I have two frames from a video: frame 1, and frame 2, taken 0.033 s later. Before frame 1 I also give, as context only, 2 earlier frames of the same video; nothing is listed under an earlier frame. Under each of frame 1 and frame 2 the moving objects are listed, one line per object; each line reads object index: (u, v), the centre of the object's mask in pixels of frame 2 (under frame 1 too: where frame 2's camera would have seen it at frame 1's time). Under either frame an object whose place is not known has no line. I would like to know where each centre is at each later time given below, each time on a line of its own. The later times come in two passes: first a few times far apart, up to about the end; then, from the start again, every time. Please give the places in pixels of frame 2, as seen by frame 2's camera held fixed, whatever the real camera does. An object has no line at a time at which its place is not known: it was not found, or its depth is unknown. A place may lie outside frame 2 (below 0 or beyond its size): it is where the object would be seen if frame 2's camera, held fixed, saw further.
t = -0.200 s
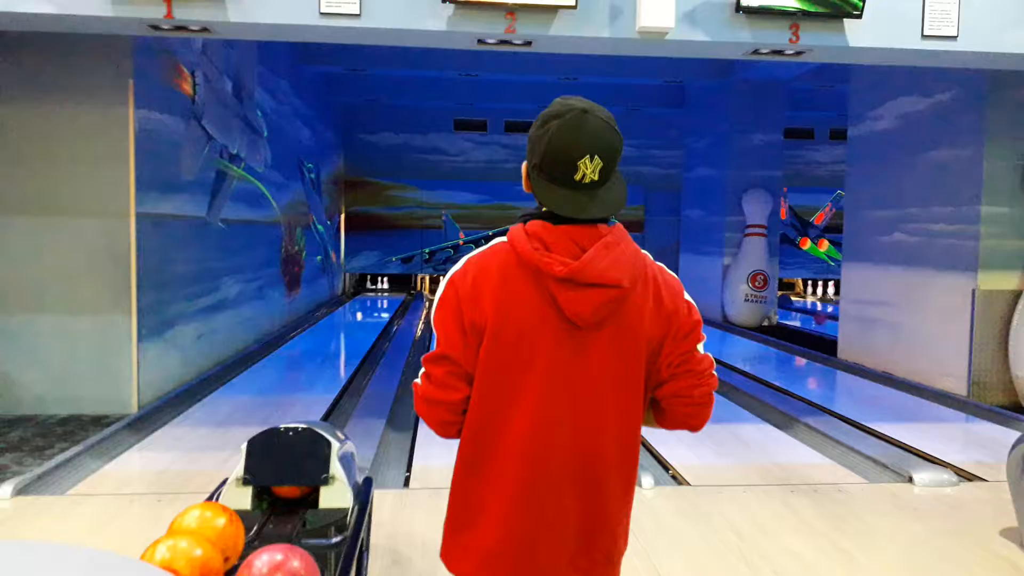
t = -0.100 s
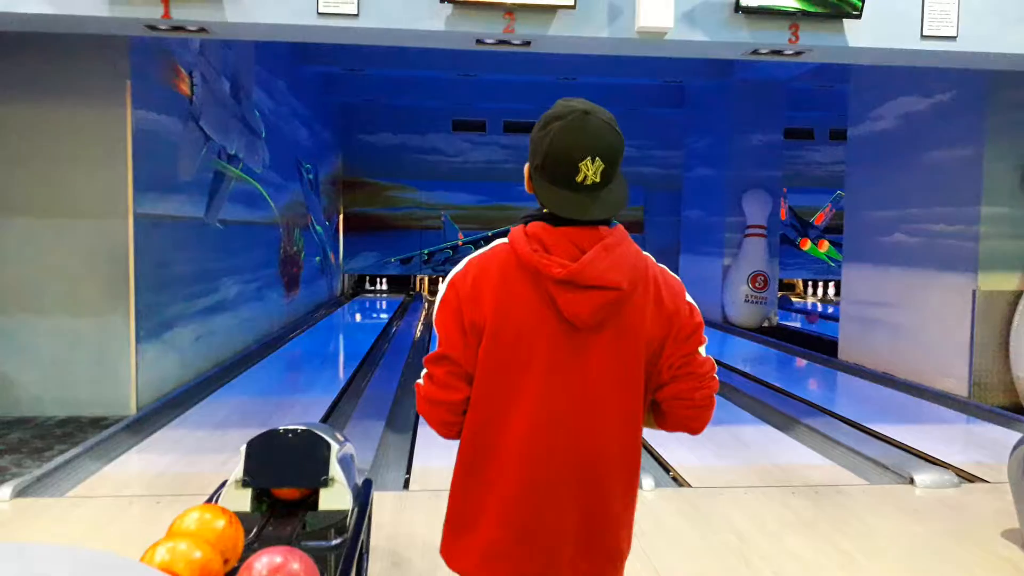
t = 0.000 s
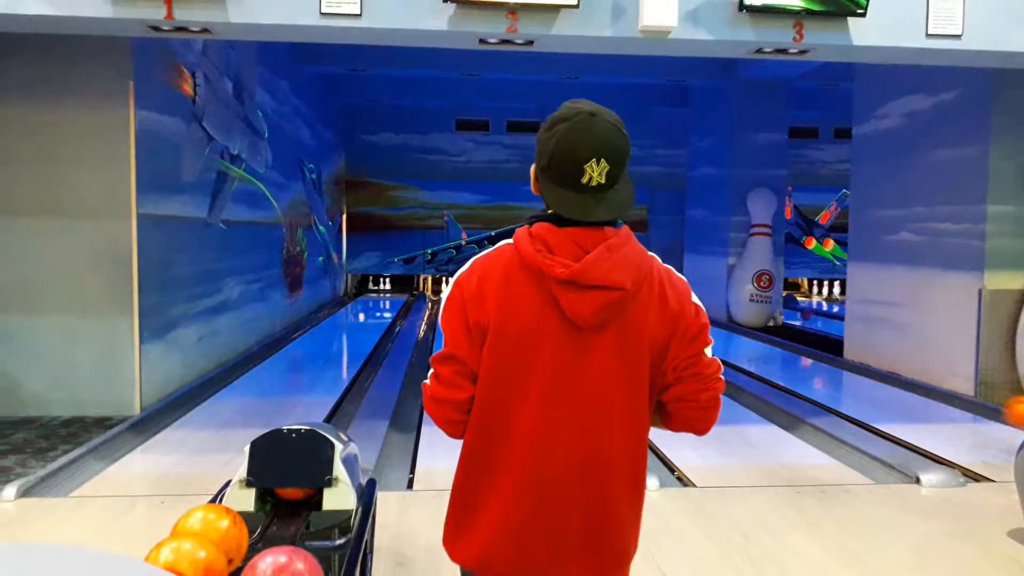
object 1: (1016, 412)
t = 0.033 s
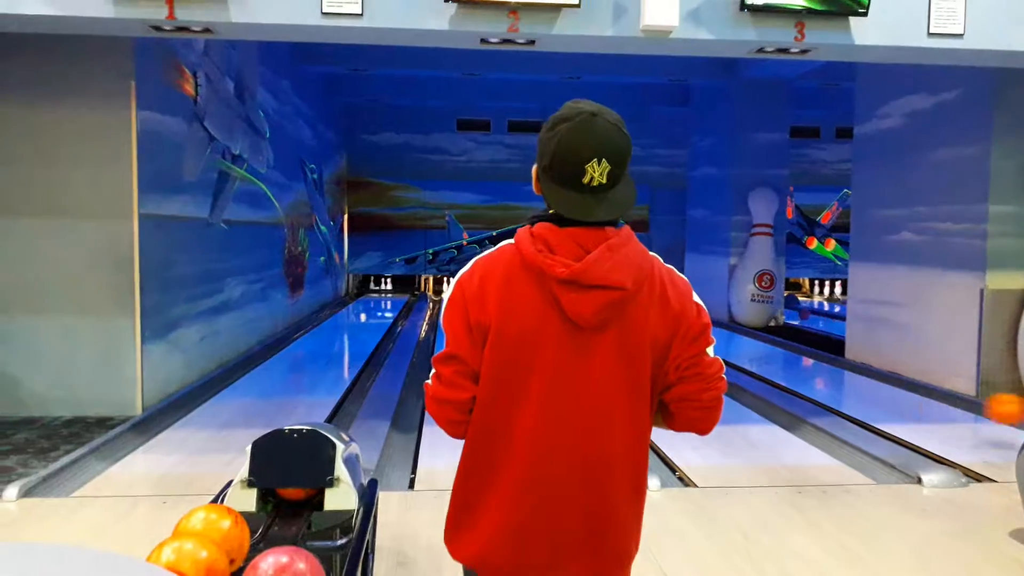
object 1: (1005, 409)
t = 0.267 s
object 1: (888, 392)
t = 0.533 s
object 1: (805, 362)
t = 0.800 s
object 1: (749, 341)
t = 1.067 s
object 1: (709, 329)
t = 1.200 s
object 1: (691, 322)
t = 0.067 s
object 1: (986, 406)
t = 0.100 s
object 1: (967, 407)
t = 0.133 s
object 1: (948, 409)
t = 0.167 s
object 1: (931, 407)
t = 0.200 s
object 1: (915, 401)
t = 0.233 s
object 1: (901, 397)
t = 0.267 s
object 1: (888, 392)
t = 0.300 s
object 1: (876, 387)
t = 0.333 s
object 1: (864, 383)
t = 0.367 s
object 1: (853, 379)
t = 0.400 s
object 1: (842, 375)
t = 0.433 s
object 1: (832, 372)
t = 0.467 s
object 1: (823, 368)
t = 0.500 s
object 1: (814, 365)
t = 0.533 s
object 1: (805, 362)
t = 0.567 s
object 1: (797, 358)
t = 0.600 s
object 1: (789, 356)
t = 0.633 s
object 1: (782, 353)
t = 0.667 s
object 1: (775, 350)
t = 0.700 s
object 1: (767, 348)
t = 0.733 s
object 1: (762, 346)
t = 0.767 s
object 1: (755, 344)
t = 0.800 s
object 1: (749, 341)
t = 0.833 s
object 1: (743, 339)
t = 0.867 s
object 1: (738, 338)
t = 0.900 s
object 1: (732, 336)
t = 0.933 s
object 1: (727, 335)
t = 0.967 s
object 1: (722, 333)
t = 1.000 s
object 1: (718, 331)
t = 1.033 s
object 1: (714, 330)
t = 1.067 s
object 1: (709, 329)
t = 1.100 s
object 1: (704, 328)
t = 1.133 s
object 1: (700, 326)
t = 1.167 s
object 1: (695, 325)
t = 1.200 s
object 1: (691, 322)
